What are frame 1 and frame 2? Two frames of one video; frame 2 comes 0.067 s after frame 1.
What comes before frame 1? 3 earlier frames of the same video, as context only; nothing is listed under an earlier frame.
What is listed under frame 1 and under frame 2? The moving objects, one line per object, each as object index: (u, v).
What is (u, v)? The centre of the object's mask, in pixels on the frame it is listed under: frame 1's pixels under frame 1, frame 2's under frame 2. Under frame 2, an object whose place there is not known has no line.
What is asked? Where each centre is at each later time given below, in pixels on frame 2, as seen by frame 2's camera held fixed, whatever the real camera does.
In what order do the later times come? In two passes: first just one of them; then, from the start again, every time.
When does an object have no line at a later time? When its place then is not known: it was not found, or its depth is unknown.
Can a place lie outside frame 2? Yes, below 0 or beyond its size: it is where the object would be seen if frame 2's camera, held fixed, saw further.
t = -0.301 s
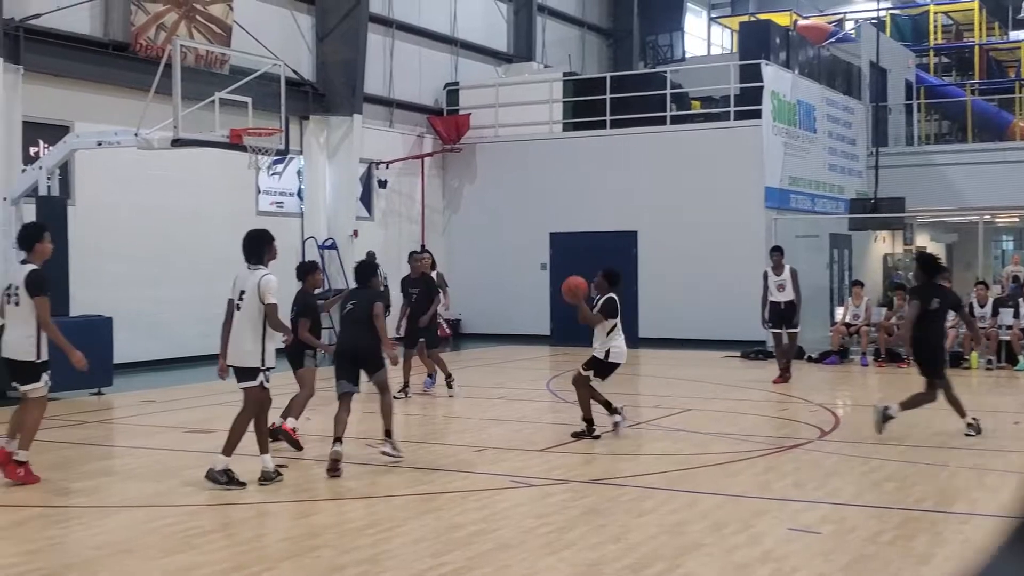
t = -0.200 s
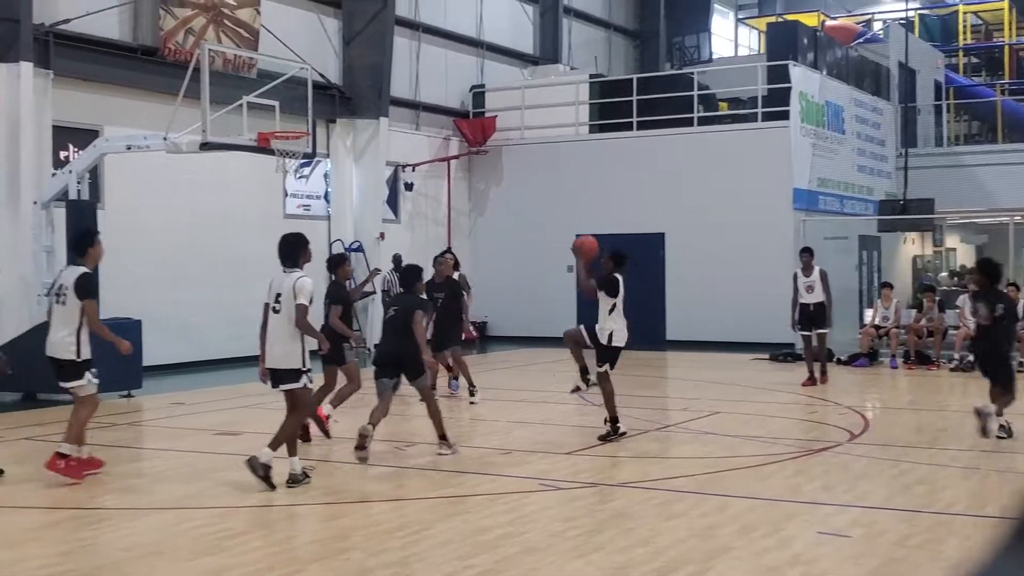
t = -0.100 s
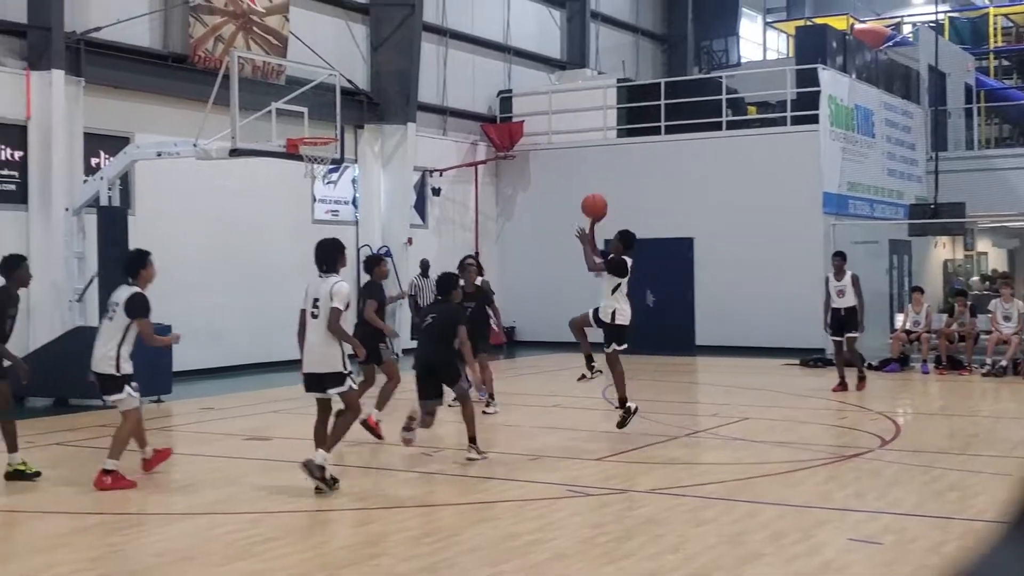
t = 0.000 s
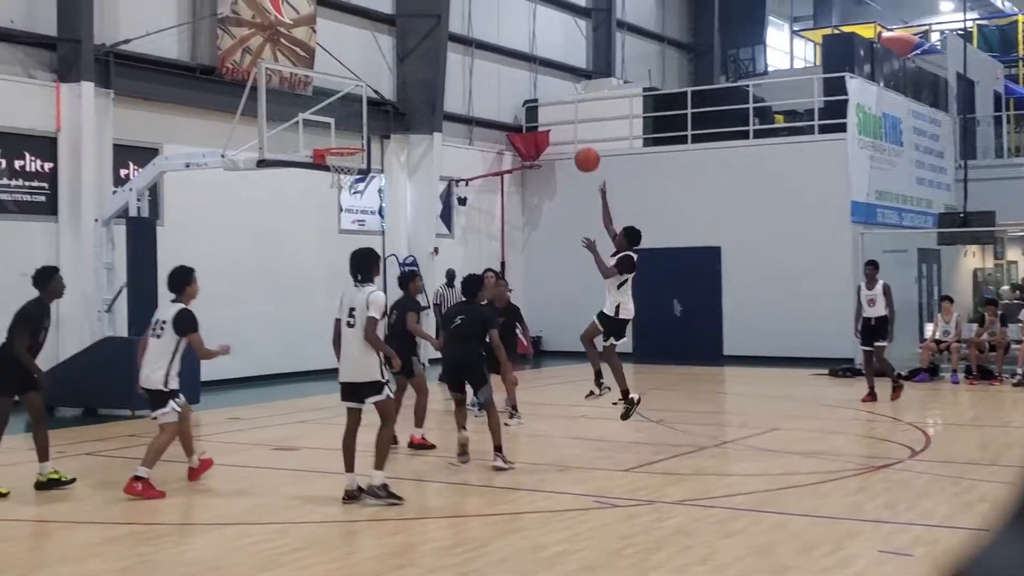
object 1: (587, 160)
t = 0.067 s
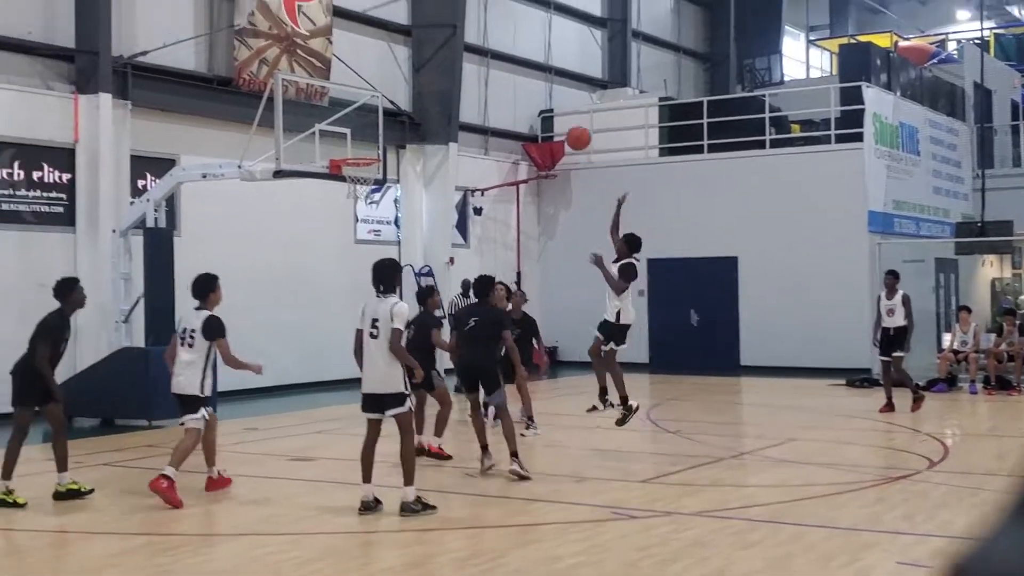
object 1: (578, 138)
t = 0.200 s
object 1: (534, 93)
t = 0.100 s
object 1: (567, 125)
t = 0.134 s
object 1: (555, 113)
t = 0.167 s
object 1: (545, 103)
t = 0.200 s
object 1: (534, 93)
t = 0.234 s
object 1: (523, 85)
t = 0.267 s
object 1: (512, 78)
